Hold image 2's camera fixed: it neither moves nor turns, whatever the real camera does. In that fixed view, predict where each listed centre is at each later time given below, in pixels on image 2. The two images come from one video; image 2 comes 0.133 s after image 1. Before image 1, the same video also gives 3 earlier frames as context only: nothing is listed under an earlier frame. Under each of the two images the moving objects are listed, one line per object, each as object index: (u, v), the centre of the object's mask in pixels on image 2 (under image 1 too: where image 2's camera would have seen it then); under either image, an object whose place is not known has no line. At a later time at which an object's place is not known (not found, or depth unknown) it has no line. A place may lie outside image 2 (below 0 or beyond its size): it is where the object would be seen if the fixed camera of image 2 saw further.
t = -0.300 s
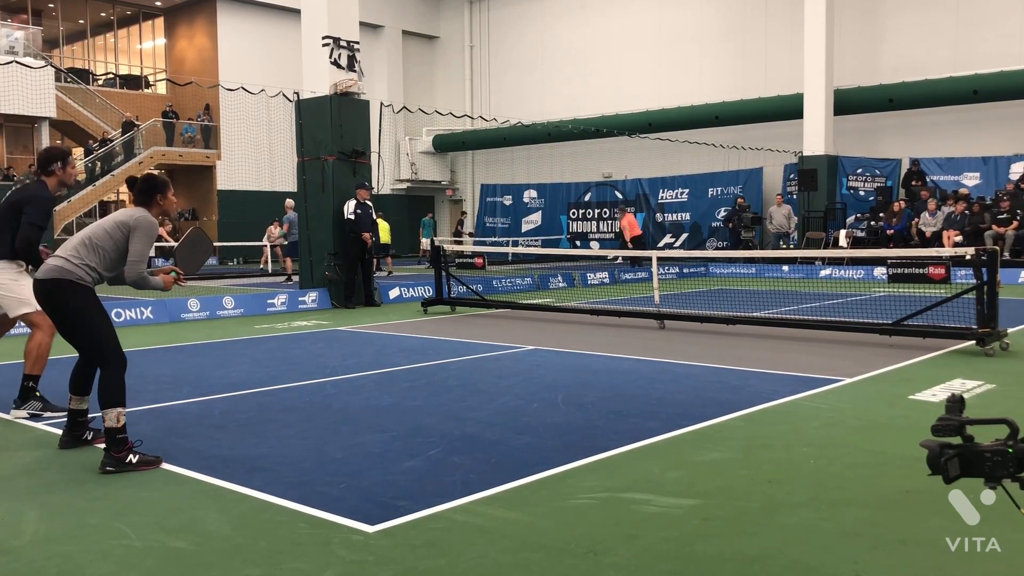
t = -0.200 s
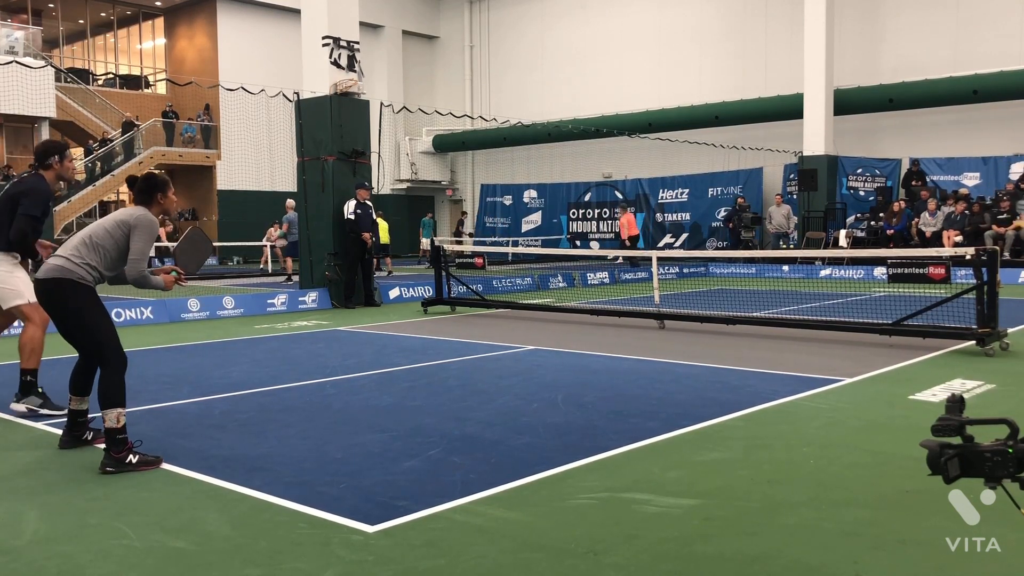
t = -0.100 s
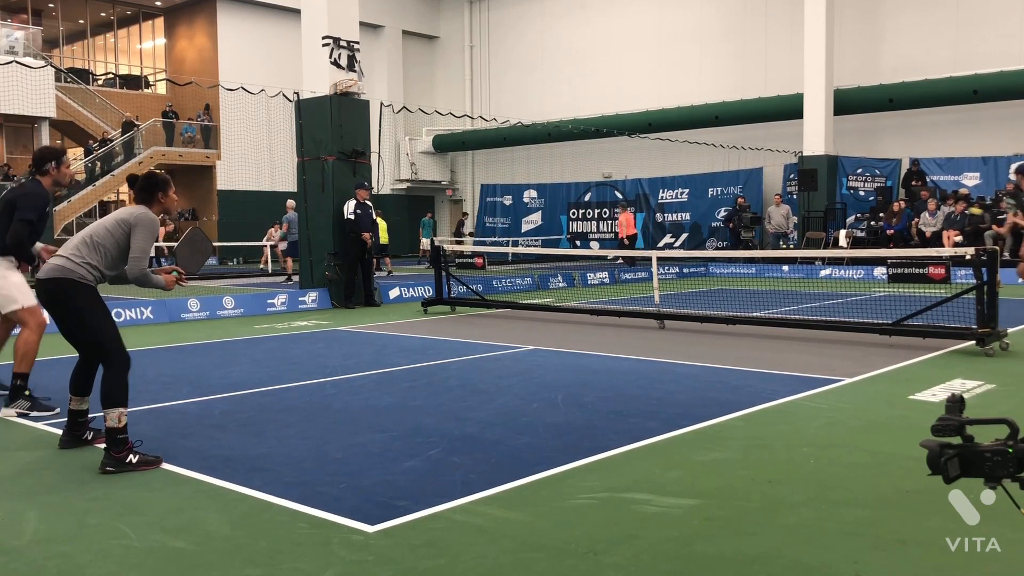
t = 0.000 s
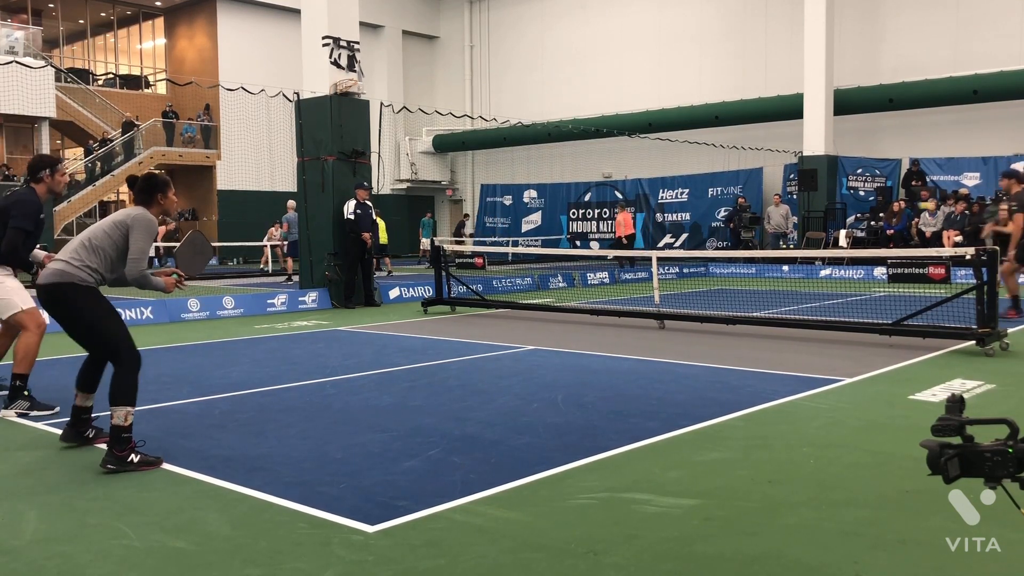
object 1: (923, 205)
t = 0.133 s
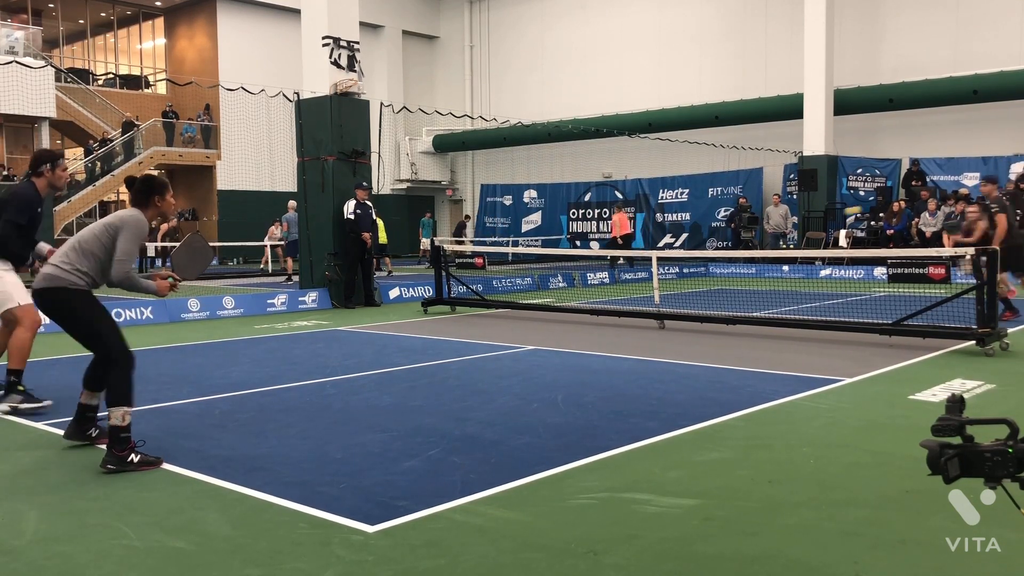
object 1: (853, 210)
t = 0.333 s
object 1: (719, 255)
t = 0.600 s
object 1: (491, 382)
